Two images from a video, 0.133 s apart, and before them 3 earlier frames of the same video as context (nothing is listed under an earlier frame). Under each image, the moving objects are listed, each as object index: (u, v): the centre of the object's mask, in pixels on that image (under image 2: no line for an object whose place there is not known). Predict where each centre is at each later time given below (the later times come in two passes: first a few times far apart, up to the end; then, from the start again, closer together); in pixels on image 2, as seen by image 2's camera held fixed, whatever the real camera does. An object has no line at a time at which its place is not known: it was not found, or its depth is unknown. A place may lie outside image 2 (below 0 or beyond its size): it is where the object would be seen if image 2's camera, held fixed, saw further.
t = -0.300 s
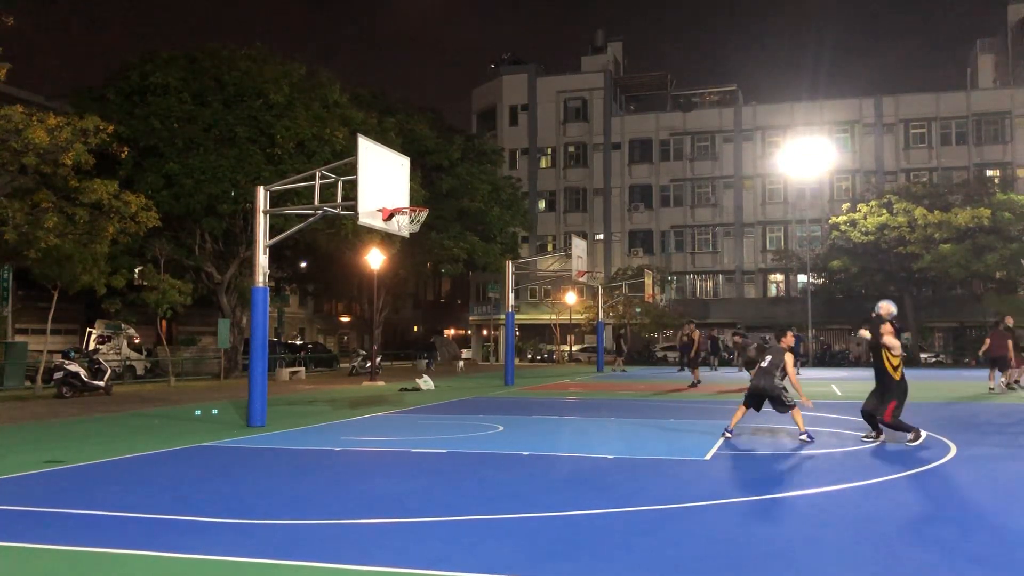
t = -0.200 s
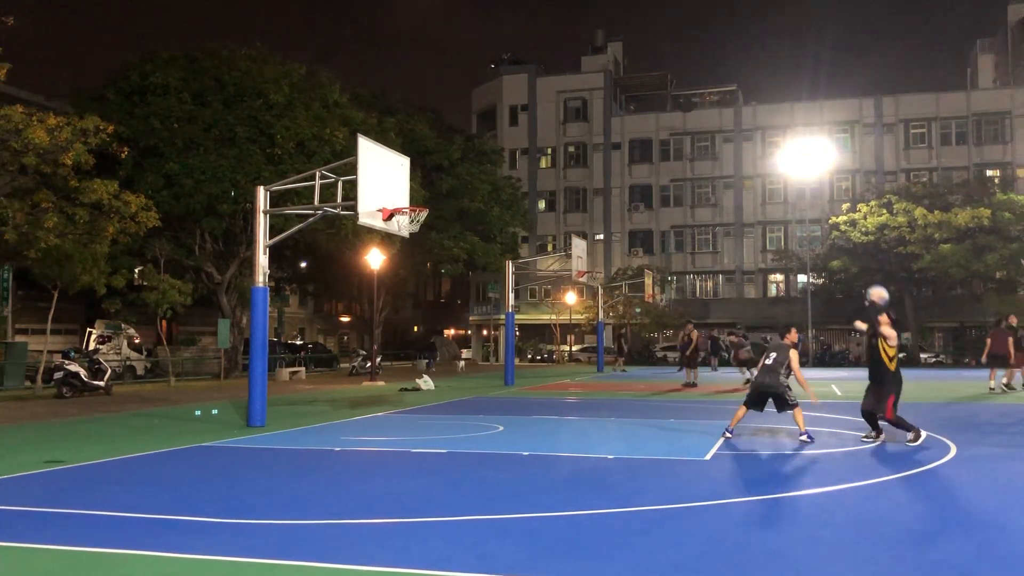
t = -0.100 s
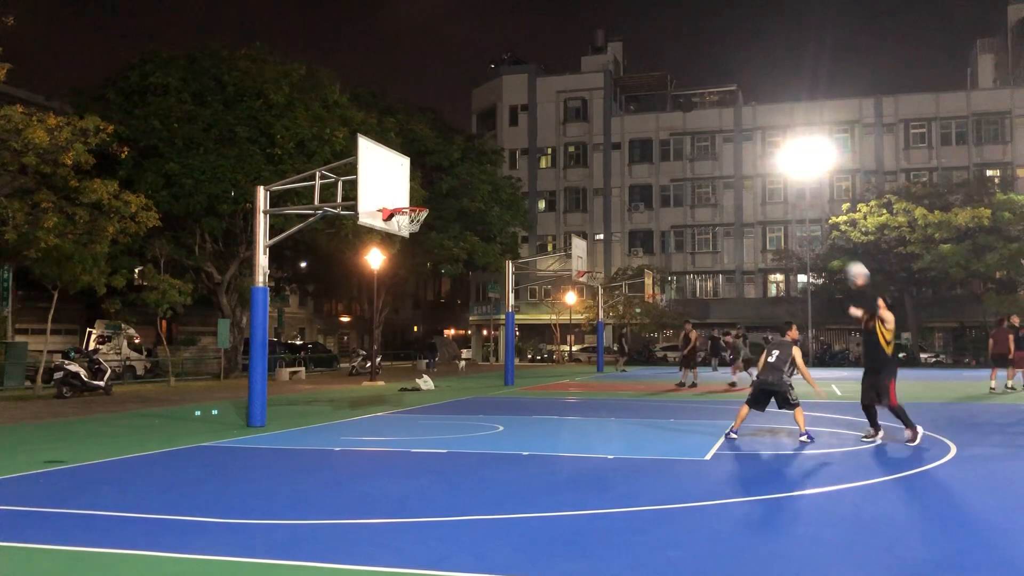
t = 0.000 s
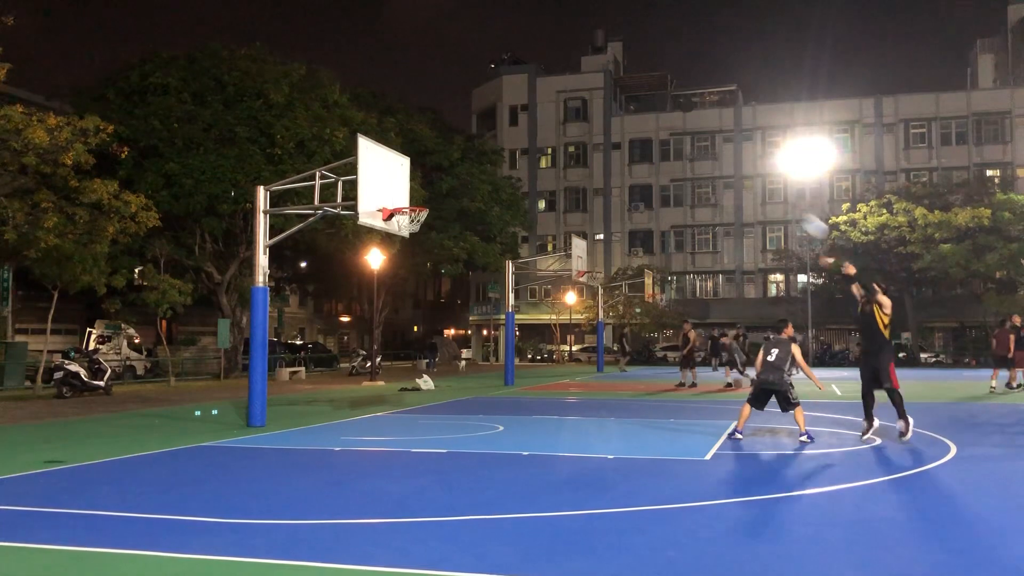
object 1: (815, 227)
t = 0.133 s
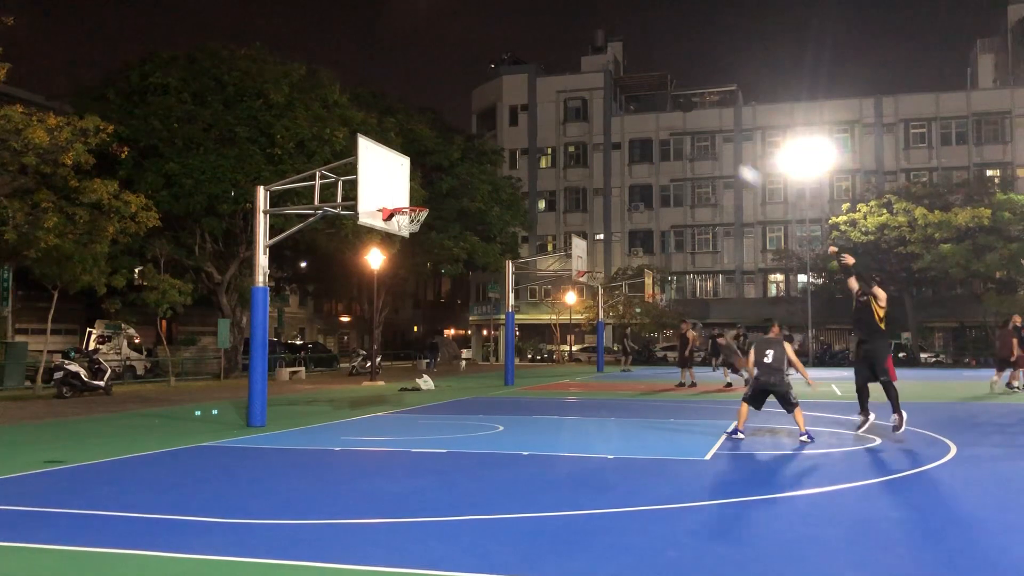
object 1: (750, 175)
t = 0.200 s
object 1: (719, 157)
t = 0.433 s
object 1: (617, 119)
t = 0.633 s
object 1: (535, 119)
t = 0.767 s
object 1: (484, 136)
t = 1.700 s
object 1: (503, 249)
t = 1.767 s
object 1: (517, 273)
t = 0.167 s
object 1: (735, 165)
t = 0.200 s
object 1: (719, 157)
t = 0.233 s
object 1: (704, 148)
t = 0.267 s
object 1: (688, 142)
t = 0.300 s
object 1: (674, 135)
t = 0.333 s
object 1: (660, 130)
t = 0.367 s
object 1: (645, 126)
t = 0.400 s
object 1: (631, 122)
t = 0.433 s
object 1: (617, 119)
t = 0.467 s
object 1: (603, 118)
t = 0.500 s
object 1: (589, 117)
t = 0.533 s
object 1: (575, 116)
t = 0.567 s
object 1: (562, 117)
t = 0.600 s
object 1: (548, 118)
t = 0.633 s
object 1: (535, 119)
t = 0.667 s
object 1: (523, 123)
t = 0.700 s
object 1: (509, 126)
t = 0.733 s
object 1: (496, 131)
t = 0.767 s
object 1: (484, 136)
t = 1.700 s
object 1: (503, 249)
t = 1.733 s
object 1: (509, 259)
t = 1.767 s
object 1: (517, 273)
